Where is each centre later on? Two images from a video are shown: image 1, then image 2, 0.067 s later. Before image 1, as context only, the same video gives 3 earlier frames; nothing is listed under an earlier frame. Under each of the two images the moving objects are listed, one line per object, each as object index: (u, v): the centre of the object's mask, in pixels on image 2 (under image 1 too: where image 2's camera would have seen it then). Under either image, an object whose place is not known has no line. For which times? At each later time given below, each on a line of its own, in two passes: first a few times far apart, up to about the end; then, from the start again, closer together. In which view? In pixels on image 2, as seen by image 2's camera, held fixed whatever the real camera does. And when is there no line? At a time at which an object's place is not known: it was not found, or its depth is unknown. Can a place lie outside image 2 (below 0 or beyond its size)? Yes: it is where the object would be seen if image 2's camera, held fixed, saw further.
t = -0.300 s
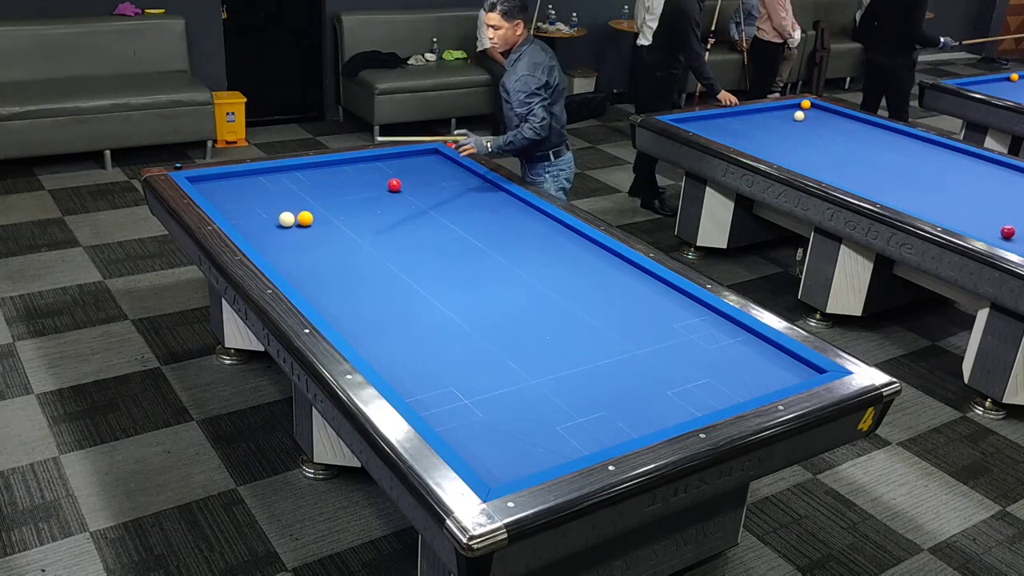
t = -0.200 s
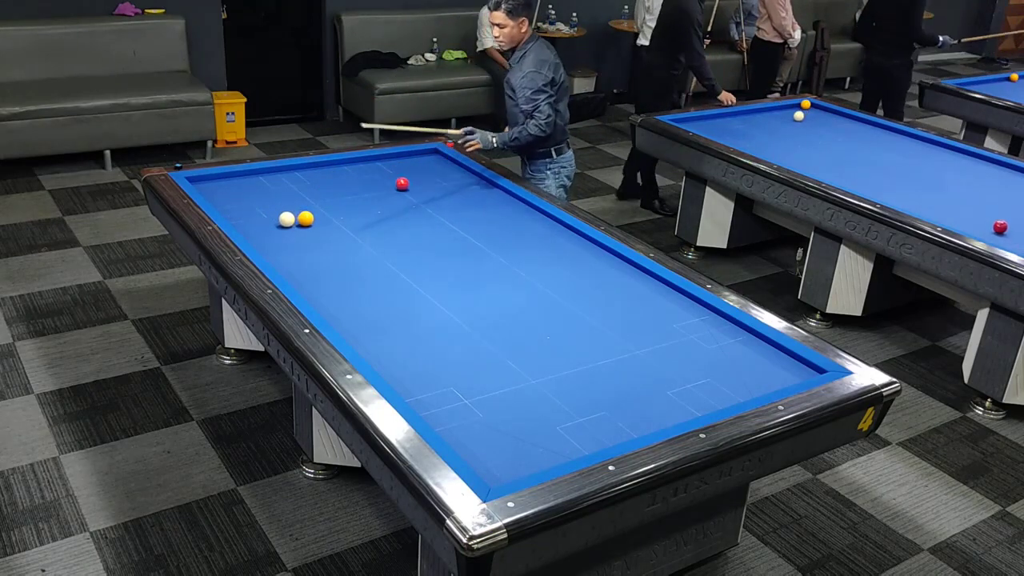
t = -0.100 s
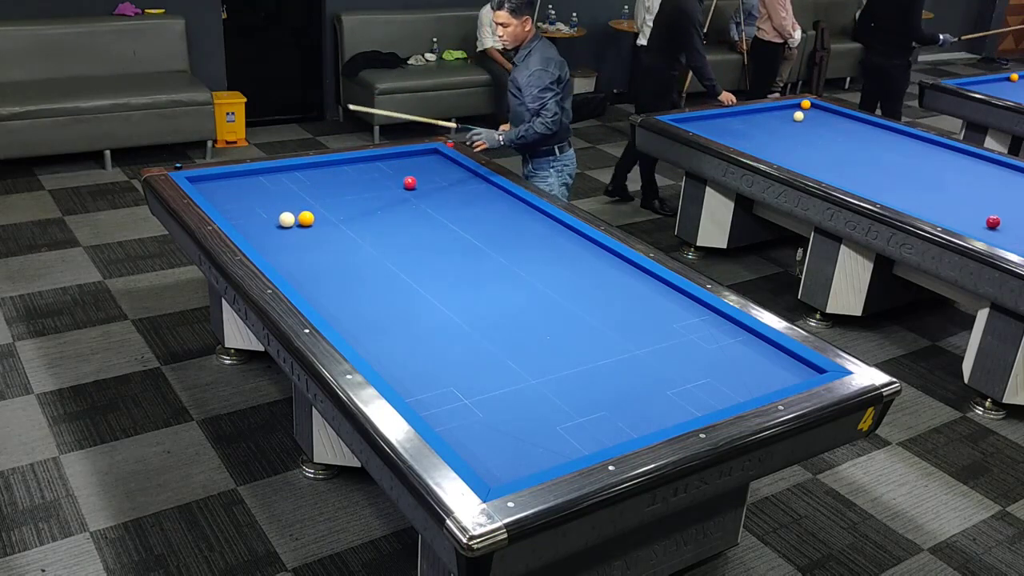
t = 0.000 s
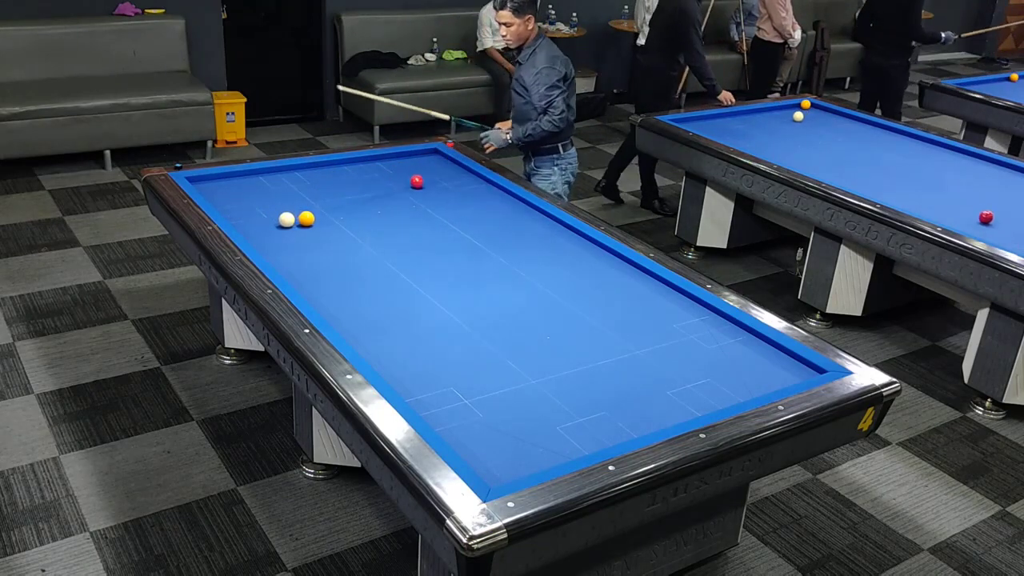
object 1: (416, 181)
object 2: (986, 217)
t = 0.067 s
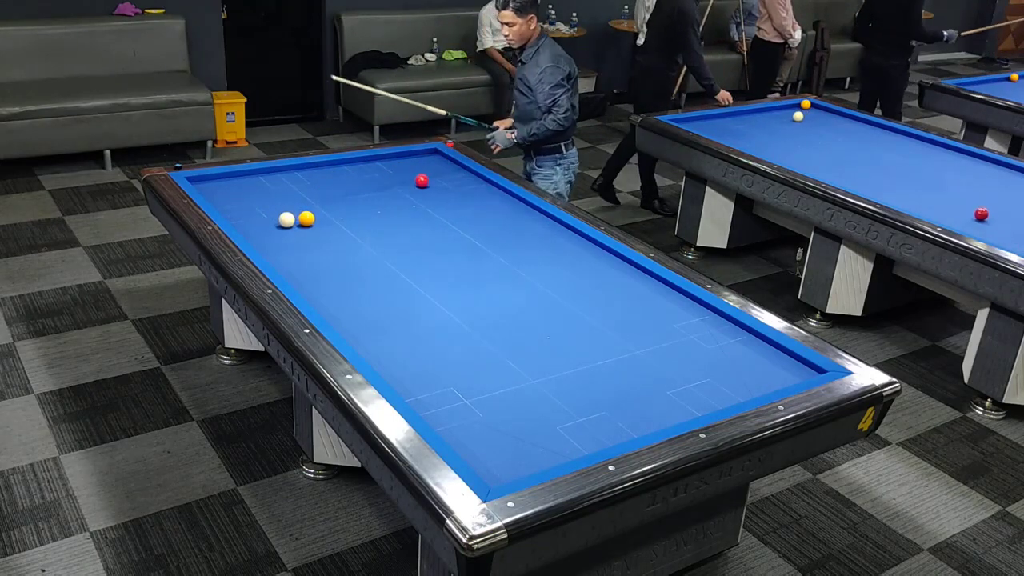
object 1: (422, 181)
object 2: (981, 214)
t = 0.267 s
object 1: (436, 178)
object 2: (968, 205)
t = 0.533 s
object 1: (454, 176)
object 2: (952, 194)
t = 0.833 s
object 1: (471, 173)
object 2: (935, 183)
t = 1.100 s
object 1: (461, 174)
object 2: (921, 173)
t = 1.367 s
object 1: (451, 175)
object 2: (909, 165)
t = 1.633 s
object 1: (442, 176)
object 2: (897, 157)
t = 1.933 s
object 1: (432, 178)
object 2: (885, 148)
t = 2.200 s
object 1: (424, 179)
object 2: (875, 141)
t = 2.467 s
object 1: (416, 180)
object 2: (865, 135)
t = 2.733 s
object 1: (409, 181)
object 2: (856, 129)
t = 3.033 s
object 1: (402, 183)
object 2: (847, 123)
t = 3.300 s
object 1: (396, 184)
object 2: (840, 117)
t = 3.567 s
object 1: (390, 185)
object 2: (833, 113)
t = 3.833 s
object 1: (385, 186)
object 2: (824, 108)
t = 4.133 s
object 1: (381, 187)
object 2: (814, 106)
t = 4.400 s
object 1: (377, 187)
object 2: (815, 106)
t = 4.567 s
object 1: (375, 188)
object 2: (816, 107)
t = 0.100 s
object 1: (424, 180)
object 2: (979, 212)
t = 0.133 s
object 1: (426, 180)
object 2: (977, 211)
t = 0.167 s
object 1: (429, 179)
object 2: (974, 210)
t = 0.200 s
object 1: (431, 179)
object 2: (972, 208)
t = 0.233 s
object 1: (433, 179)
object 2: (970, 207)
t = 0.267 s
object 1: (436, 178)
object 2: (968, 205)
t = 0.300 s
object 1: (438, 178)
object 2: (966, 204)
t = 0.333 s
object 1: (440, 178)
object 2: (964, 202)
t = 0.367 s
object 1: (442, 178)
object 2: (962, 201)
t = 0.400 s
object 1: (445, 177)
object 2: (960, 199)
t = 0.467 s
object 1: (449, 176)
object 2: (956, 197)
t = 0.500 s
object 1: (451, 176)
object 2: (954, 195)
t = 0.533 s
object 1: (454, 176)
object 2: (952, 194)
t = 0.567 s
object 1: (455, 175)
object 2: (950, 193)
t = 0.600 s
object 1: (458, 175)
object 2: (948, 191)
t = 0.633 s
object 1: (459, 175)
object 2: (946, 190)
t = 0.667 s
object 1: (462, 175)
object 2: (944, 189)
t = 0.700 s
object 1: (464, 174)
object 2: (942, 188)
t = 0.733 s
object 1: (466, 174)
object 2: (940, 186)
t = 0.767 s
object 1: (468, 173)
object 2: (939, 185)
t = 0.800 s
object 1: (470, 173)
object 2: (937, 184)
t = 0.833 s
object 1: (471, 173)
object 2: (935, 183)
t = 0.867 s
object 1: (470, 173)
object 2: (933, 181)
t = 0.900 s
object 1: (468, 173)
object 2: (931, 180)
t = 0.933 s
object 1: (467, 173)
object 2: (930, 179)
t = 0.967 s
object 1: (466, 174)
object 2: (928, 178)
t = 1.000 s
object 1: (465, 174)
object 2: (926, 177)
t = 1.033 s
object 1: (463, 174)
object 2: (925, 176)
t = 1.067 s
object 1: (462, 174)
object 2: (923, 174)
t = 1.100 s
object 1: (461, 174)
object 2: (921, 173)
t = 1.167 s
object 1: (458, 174)
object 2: (918, 171)
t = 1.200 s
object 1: (457, 174)
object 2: (916, 170)
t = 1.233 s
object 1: (456, 175)
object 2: (915, 169)
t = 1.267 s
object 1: (454, 175)
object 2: (914, 168)
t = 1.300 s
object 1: (454, 175)
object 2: (912, 167)
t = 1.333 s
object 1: (452, 175)
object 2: (910, 166)
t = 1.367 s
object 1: (451, 175)
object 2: (909, 165)
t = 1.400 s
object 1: (450, 176)
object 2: (907, 164)
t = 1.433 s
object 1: (449, 176)
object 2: (906, 163)
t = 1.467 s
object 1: (448, 176)
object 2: (904, 161)
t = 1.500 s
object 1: (446, 176)
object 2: (902, 161)
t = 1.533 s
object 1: (445, 176)
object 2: (901, 159)
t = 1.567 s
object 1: (444, 176)
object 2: (900, 159)
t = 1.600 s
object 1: (443, 176)
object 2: (898, 158)
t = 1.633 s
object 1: (442, 176)
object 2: (897, 157)
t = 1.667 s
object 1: (441, 177)
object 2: (896, 156)
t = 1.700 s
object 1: (439, 177)
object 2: (894, 155)
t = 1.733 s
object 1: (438, 177)
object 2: (893, 154)
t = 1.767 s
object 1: (437, 177)
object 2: (892, 153)
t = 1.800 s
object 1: (436, 177)
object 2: (890, 152)
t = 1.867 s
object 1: (434, 178)
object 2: (887, 150)
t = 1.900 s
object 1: (433, 178)
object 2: (886, 149)
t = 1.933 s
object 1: (432, 178)
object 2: (885, 148)
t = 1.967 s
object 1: (431, 178)
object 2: (883, 148)
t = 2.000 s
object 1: (430, 178)
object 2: (882, 146)
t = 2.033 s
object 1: (429, 179)
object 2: (881, 146)
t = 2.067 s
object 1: (428, 179)
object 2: (879, 145)
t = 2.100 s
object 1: (427, 179)
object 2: (878, 144)
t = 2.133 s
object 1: (426, 179)
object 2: (877, 143)
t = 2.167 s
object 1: (425, 179)
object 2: (876, 142)
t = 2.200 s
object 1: (424, 179)
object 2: (875, 141)
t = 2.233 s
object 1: (423, 179)
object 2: (874, 141)
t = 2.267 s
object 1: (422, 179)
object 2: (872, 140)
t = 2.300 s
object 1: (421, 180)
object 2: (871, 139)
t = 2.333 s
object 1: (420, 180)
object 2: (870, 138)
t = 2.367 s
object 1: (419, 180)
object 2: (869, 137)
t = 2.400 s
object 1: (418, 180)
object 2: (868, 137)
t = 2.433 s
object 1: (417, 180)
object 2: (866, 136)
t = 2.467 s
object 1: (416, 180)
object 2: (865, 135)
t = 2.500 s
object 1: (415, 181)
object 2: (864, 134)
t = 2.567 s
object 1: (413, 181)
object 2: (862, 133)
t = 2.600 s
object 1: (412, 181)
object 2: (861, 132)
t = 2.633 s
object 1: (412, 181)
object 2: (860, 131)
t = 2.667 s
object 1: (411, 181)
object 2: (858, 130)
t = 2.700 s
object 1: (410, 181)
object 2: (858, 130)
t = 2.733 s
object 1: (409, 181)
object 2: (856, 129)
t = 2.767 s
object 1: (408, 182)
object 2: (855, 128)
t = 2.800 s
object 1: (407, 182)
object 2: (854, 127)
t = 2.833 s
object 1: (406, 182)
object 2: (853, 127)
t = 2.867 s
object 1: (406, 182)
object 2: (852, 126)
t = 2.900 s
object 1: (404, 182)
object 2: (851, 126)
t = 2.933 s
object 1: (404, 182)
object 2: (850, 125)
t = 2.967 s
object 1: (403, 183)
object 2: (849, 124)
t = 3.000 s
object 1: (403, 183)
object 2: (848, 123)
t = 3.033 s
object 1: (402, 183)
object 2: (847, 123)
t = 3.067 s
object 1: (401, 183)
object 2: (847, 122)
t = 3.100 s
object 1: (400, 183)
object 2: (846, 121)
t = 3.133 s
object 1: (399, 183)
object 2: (845, 120)
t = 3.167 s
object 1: (398, 183)
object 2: (844, 120)
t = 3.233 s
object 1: (397, 184)
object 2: (842, 119)
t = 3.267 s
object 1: (396, 184)
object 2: (841, 118)
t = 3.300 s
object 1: (396, 184)
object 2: (840, 117)
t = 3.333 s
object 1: (395, 184)
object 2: (839, 116)
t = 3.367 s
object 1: (394, 185)
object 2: (838, 116)
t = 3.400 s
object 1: (394, 184)
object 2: (837, 115)
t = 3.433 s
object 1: (393, 185)
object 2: (836, 115)
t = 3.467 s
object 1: (392, 185)
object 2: (836, 114)
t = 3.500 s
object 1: (392, 185)
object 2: (835, 114)
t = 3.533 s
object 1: (391, 185)
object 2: (834, 113)
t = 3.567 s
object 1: (390, 185)
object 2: (833, 113)
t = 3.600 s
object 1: (390, 185)
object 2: (832, 112)
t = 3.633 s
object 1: (389, 185)
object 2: (831, 111)
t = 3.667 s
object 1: (388, 185)
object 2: (830, 111)
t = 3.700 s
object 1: (388, 185)
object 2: (829, 110)
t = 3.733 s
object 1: (387, 185)
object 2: (829, 110)
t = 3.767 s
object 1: (386, 186)
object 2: (827, 109)
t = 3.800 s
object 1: (386, 186)
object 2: (826, 109)
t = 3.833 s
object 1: (385, 186)
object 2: (824, 108)
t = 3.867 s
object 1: (385, 186)
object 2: (822, 108)
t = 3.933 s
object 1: (384, 186)
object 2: (819, 107)
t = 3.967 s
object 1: (383, 186)
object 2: (818, 107)
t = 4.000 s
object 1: (382, 186)
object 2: (816, 107)
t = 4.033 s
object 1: (382, 186)
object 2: (815, 106)
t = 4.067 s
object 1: (381, 187)
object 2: (814, 106)
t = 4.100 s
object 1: (381, 187)
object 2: (814, 106)
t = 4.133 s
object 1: (381, 187)
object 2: (814, 106)
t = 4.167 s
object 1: (380, 187)
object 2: (814, 106)
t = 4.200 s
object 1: (380, 187)
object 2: (814, 106)
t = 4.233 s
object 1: (379, 187)
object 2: (814, 106)
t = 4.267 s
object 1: (378, 187)
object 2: (814, 106)
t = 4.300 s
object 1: (378, 187)
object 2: (815, 106)
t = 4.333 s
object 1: (378, 187)
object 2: (815, 106)
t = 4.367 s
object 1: (377, 187)
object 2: (815, 106)
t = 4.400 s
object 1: (377, 187)
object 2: (815, 106)
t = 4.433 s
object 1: (376, 187)
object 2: (815, 106)
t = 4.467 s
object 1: (376, 188)
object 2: (816, 107)
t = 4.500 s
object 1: (375, 188)
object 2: (816, 107)
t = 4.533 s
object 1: (375, 188)
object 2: (816, 107)
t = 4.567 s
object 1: (375, 188)
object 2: (816, 107)
